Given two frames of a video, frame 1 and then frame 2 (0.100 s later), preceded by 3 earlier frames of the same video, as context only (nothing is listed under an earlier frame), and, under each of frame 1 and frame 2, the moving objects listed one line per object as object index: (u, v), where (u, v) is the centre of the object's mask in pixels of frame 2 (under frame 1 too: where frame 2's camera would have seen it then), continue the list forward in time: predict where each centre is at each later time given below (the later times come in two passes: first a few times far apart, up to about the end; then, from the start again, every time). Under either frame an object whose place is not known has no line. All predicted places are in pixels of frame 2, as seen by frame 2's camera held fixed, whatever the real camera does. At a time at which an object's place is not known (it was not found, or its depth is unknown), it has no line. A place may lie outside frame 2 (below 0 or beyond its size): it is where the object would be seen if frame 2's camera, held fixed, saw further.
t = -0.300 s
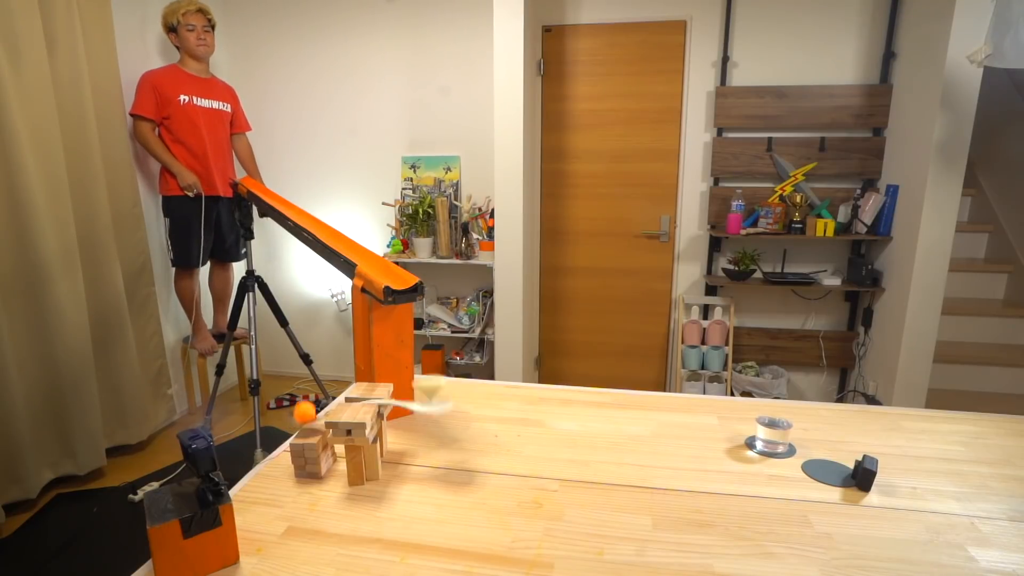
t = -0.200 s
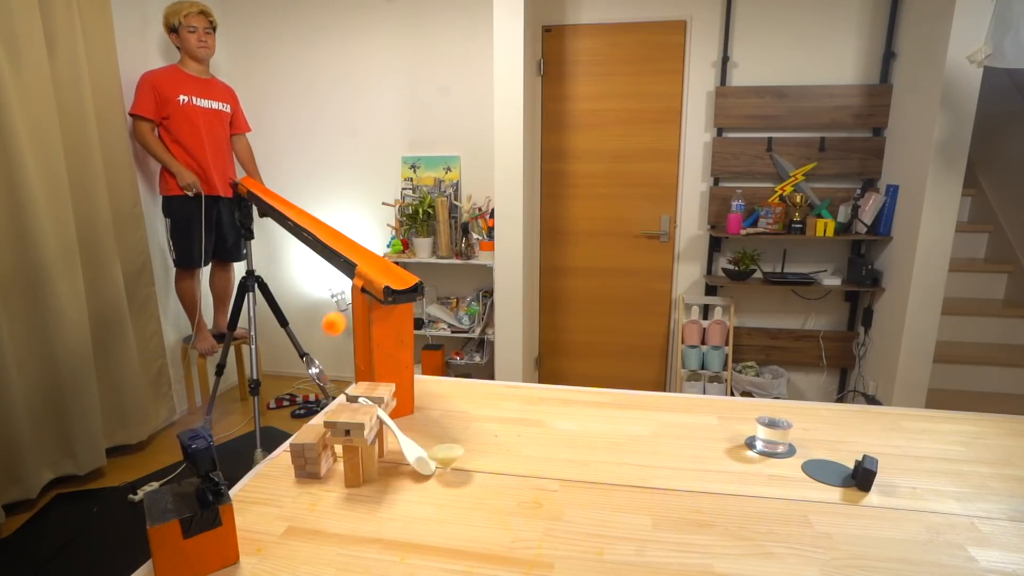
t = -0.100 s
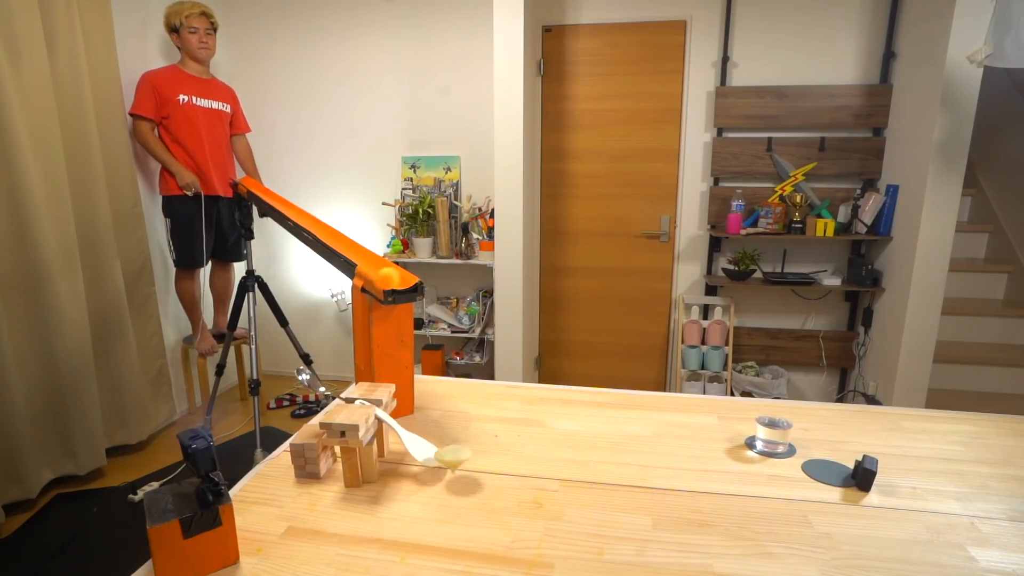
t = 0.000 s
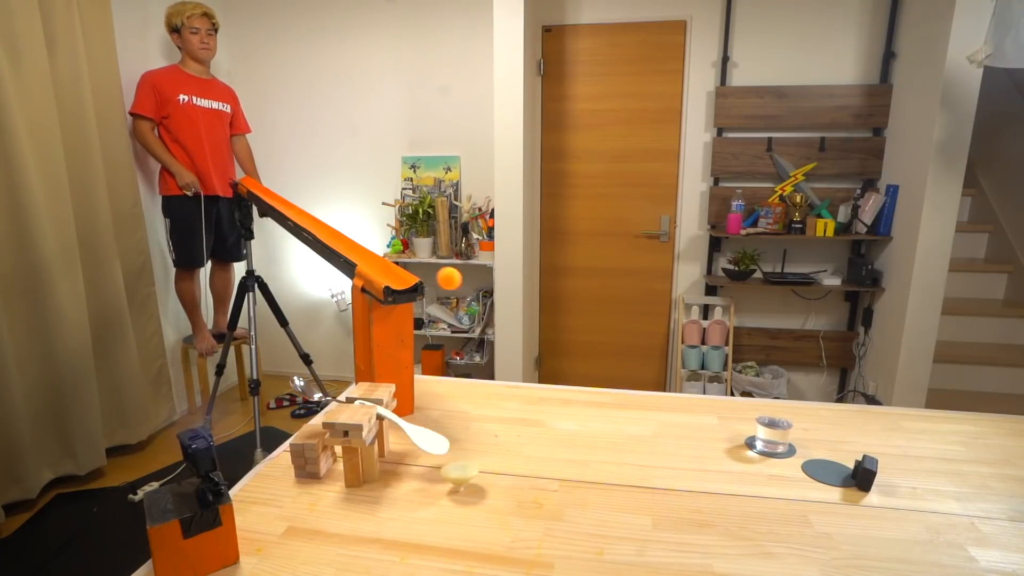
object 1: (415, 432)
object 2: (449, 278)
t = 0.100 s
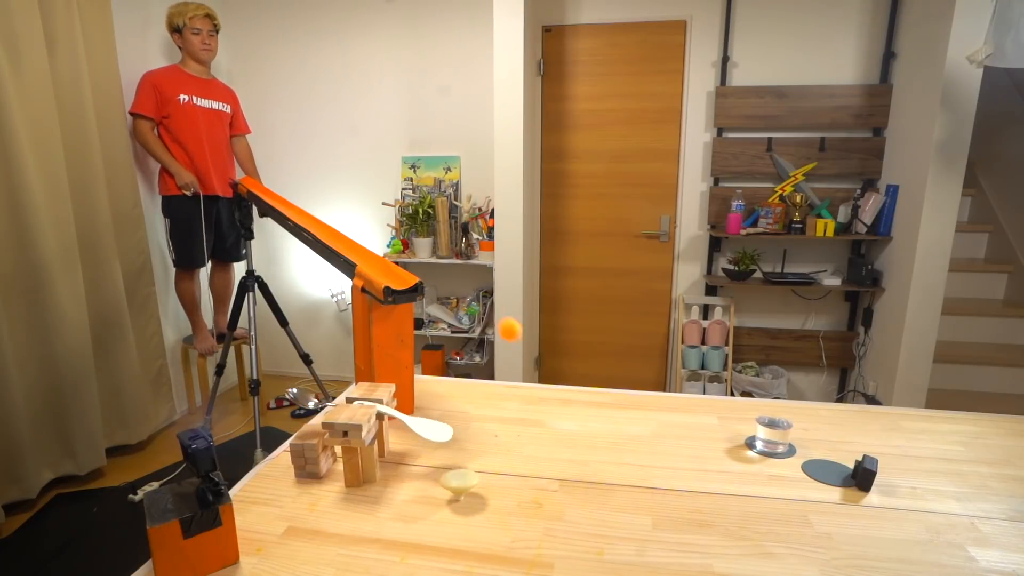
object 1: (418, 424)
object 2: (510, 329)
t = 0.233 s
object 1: (417, 408)
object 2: (580, 444)
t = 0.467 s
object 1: (415, 400)
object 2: (651, 313)
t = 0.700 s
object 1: (414, 399)
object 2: (700, 441)
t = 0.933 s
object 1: (414, 399)
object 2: (759, 338)
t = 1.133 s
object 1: (414, 399)
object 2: (781, 417)
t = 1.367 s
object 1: (414, 399)
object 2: (775, 419)
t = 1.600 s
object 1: (415, 399)
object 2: (770, 420)
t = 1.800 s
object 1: (414, 400)
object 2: (770, 420)
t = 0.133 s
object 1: (418, 420)
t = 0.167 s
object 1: (418, 417)
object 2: (547, 388)
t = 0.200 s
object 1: (418, 413)
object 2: (565, 426)
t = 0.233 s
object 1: (417, 408)
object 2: (580, 444)
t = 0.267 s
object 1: (416, 404)
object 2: (590, 410)
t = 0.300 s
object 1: (414, 399)
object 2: (602, 379)
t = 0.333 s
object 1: (414, 399)
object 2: (612, 356)
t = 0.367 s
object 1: (414, 400)
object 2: (622, 338)
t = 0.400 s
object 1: (415, 401)
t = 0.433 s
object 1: (415, 401)
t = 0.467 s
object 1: (415, 400)
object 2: (651, 313)
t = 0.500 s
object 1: (414, 400)
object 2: (660, 316)
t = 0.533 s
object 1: (414, 399)
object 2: (668, 325)
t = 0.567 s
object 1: (414, 400)
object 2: (676, 339)
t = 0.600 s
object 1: (414, 400)
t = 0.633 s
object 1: (414, 400)
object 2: (689, 381)
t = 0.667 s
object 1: (414, 400)
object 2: (694, 409)
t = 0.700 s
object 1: (414, 399)
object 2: (700, 441)
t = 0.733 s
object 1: (414, 400)
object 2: (709, 421)
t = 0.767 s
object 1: (414, 399)
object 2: (719, 393)
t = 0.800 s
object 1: (414, 400)
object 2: (728, 373)
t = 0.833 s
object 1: (414, 399)
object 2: (737, 357)
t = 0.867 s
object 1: (414, 400)
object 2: (745, 345)
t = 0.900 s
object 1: (414, 400)
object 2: (752, 339)
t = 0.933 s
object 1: (414, 399)
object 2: (759, 338)
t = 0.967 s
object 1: (414, 400)
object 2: (765, 343)
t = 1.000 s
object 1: (414, 400)
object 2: (771, 352)
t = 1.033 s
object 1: (414, 400)
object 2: (776, 366)
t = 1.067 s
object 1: (414, 399)
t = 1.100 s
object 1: (414, 400)
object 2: (783, 408)
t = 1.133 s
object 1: (414, 399)
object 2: (781, 417)
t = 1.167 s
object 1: (414, 400)
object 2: (779, 418)
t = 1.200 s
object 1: (414, 399)
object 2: (778, 418)
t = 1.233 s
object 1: (414, 400)
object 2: (777, 417)
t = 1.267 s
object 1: (414, 400)
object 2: (777, 416)
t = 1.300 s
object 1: (414, 399)
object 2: (776, 417)
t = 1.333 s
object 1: (414, 400)
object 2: (776, 419)
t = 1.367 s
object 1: (414, 399)
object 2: (775, 419)
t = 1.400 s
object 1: (414, 399)
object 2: (774, 419)
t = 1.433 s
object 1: (414, 400)
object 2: (773, 418)
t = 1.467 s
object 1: (414, 400)
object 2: (772, 418)
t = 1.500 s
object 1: (414, 399)
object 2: (772, 419)
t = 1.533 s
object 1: (414, 400)
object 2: (771, 420)
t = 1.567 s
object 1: (414, 400)
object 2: (771, 420)
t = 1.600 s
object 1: (415, 399)
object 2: (770, 420)
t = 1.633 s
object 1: (414, 399)
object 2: (770, 420)
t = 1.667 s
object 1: (414, 399)
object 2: (770, 420)
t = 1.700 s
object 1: (414, 399)
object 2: (770, 419)
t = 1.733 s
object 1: (414, 400)
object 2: (770, 419)
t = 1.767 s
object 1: (414, 399)
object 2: (770, 419)
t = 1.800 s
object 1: (414, 400)
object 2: (770, 420)
